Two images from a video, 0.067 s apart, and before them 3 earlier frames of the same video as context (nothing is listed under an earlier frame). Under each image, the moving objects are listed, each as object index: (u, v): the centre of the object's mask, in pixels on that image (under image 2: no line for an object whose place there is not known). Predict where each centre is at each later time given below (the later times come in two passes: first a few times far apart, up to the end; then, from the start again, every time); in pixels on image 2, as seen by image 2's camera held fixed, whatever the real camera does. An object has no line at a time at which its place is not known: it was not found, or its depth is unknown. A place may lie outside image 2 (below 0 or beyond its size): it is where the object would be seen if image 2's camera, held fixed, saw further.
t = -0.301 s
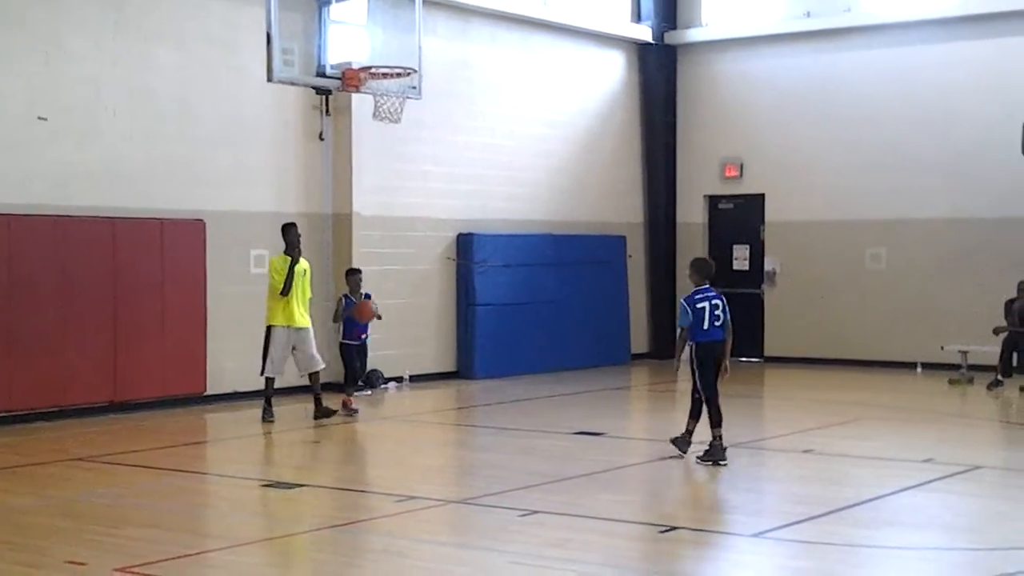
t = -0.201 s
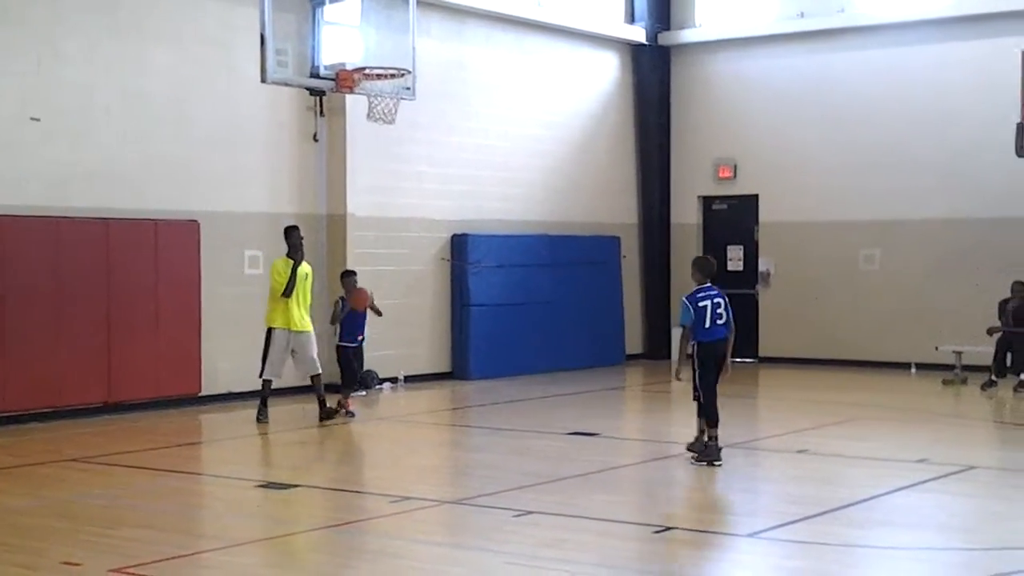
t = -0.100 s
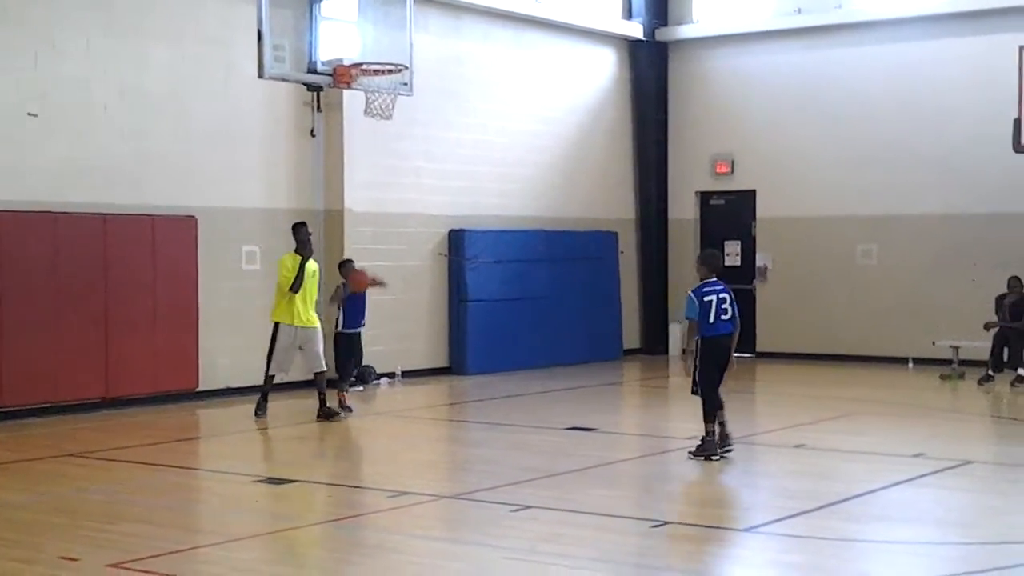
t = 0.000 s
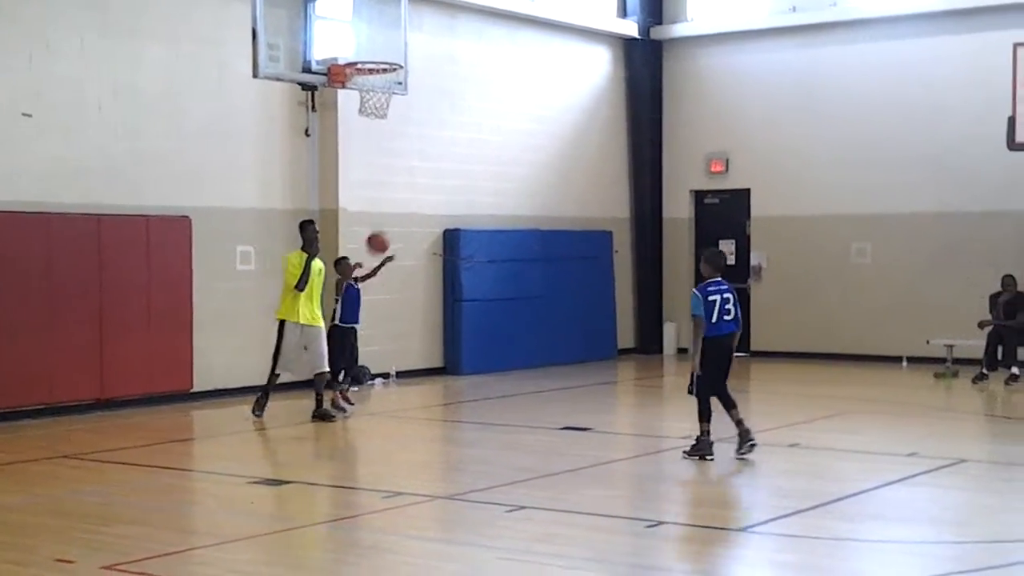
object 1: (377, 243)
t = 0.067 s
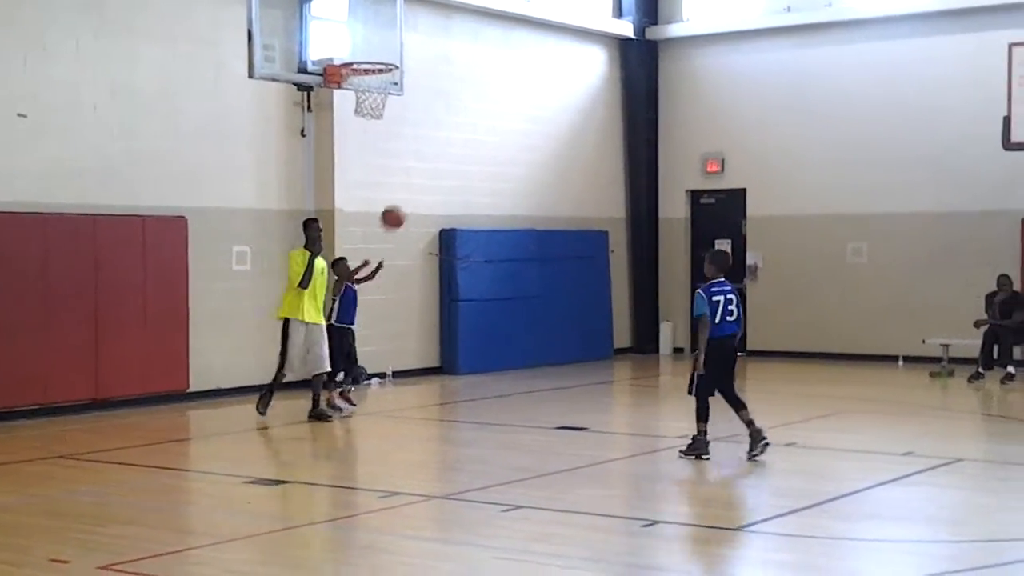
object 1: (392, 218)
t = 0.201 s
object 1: (431, 180)
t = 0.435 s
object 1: (507, 155)
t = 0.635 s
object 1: (579, 184)
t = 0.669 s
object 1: (592, 194)
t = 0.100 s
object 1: (402, 207)
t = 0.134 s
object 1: (412, 197)
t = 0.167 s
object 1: (421, 188)
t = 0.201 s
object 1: (431, 180)
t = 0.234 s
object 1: (442, 173)
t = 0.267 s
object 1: (452, 167)
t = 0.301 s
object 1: (463, 163)
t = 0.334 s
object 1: (473, 159)
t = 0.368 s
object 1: (485, 157)
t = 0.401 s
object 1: (496, 155)
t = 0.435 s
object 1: (507, 155)
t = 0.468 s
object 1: (518, 157)
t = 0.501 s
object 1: (530, 159)
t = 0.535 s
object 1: (542, 163)
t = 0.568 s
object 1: (553, 168)
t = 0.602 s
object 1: (566, 176)
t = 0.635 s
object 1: (579, 184)
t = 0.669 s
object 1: (592, 194)
